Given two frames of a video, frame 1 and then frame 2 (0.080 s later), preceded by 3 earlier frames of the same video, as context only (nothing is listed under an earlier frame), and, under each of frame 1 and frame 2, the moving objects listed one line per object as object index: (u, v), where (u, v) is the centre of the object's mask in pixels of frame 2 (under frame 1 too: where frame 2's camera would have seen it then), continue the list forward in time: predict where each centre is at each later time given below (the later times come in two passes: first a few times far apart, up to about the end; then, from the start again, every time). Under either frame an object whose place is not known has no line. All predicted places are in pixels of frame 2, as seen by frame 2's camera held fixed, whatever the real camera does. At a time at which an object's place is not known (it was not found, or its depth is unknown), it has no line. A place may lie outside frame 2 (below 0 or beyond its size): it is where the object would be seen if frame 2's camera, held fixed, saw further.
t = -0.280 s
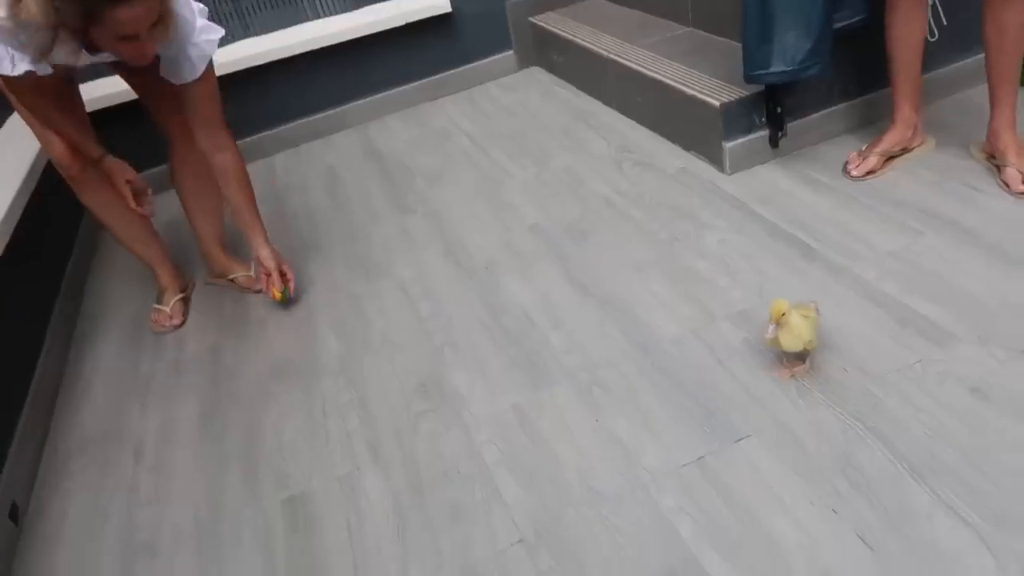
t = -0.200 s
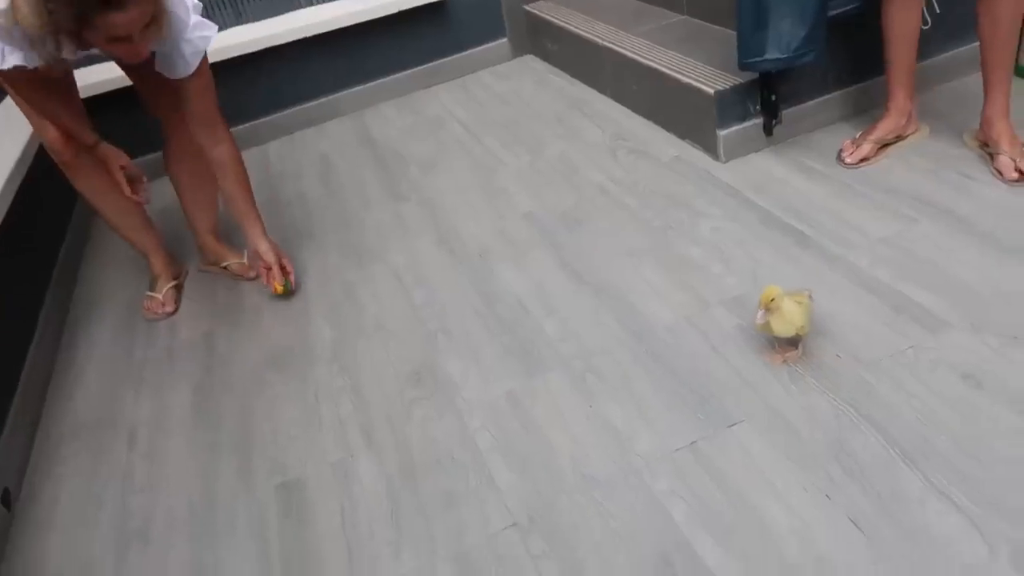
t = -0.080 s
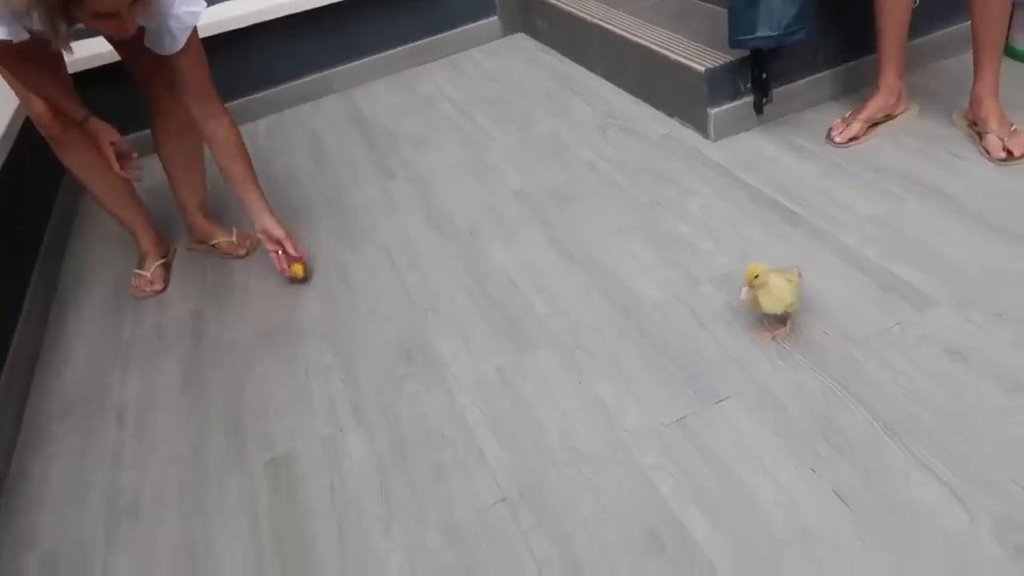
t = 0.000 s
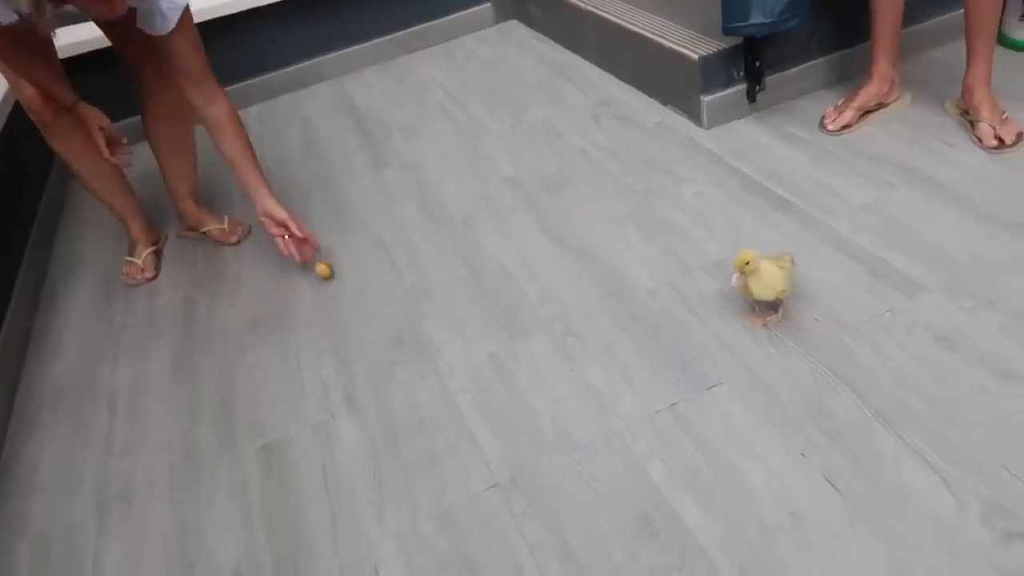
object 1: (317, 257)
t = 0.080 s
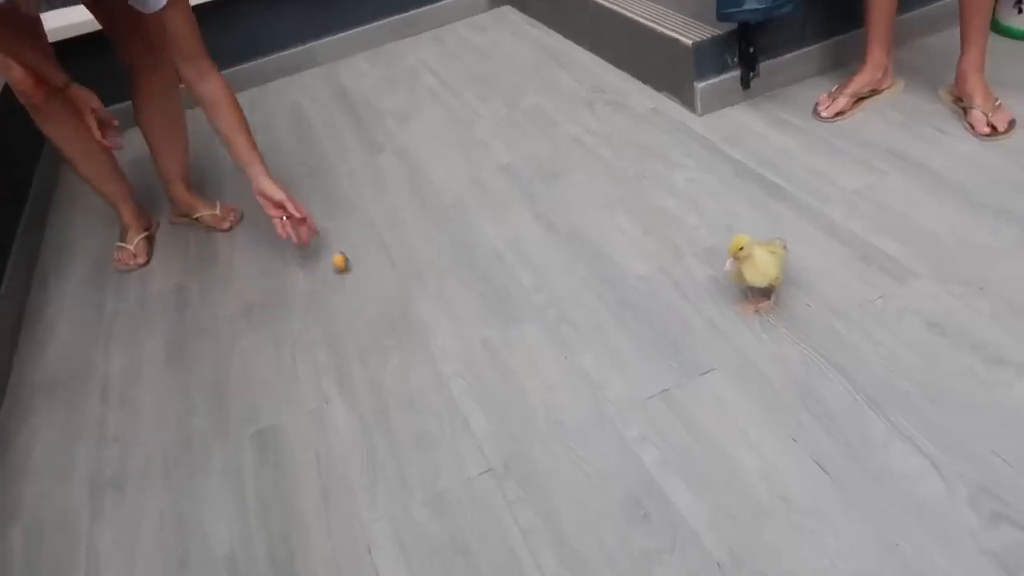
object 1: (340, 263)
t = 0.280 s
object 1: (394, 288)
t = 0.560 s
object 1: (470, 326)
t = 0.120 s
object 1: (351, 270)
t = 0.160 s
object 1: (360, 273)
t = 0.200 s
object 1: (372, 278)
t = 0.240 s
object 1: (383, 283)
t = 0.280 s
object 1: (394, 288)
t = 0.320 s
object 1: (405, 293)
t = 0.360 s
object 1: (415, 298)
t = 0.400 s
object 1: (427, 303)
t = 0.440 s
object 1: (437, 309)
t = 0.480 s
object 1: (448, 314)
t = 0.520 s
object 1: (460, 319)
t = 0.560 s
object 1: (470, 326)
